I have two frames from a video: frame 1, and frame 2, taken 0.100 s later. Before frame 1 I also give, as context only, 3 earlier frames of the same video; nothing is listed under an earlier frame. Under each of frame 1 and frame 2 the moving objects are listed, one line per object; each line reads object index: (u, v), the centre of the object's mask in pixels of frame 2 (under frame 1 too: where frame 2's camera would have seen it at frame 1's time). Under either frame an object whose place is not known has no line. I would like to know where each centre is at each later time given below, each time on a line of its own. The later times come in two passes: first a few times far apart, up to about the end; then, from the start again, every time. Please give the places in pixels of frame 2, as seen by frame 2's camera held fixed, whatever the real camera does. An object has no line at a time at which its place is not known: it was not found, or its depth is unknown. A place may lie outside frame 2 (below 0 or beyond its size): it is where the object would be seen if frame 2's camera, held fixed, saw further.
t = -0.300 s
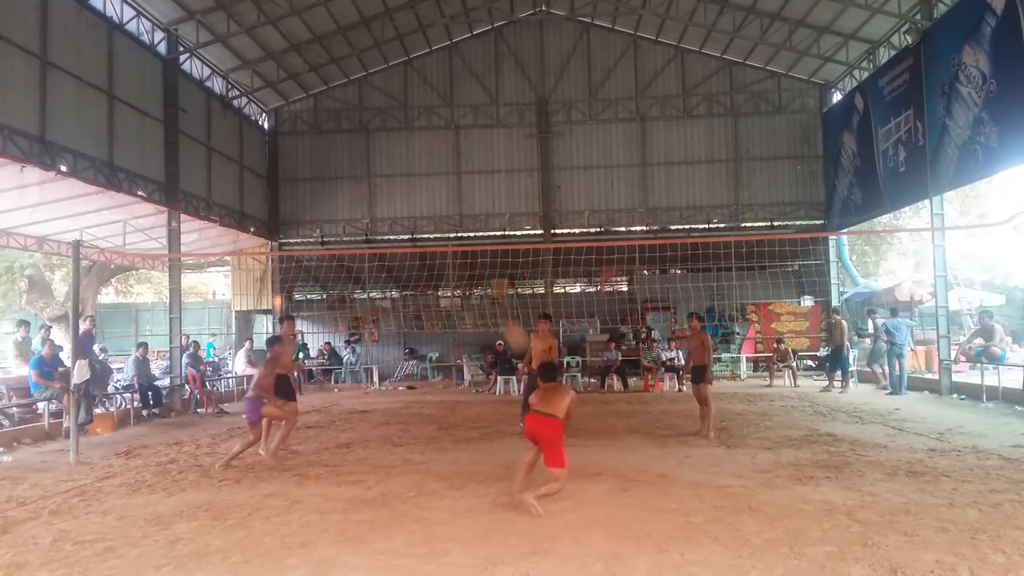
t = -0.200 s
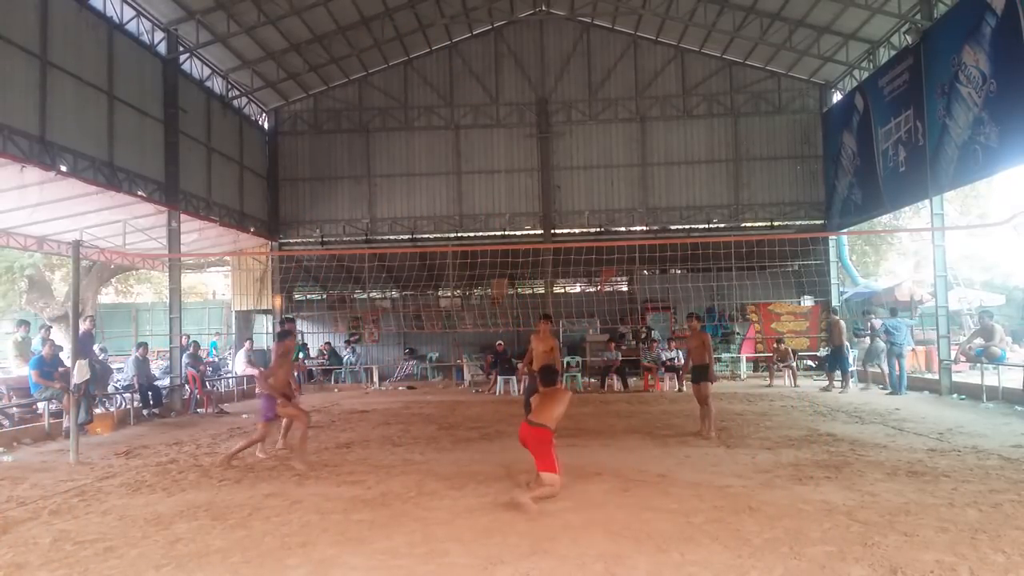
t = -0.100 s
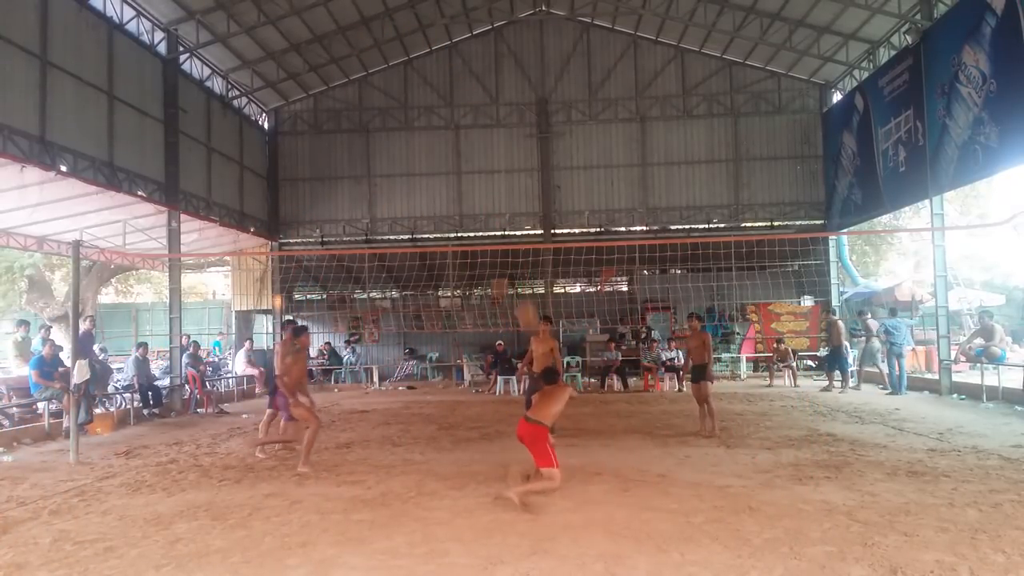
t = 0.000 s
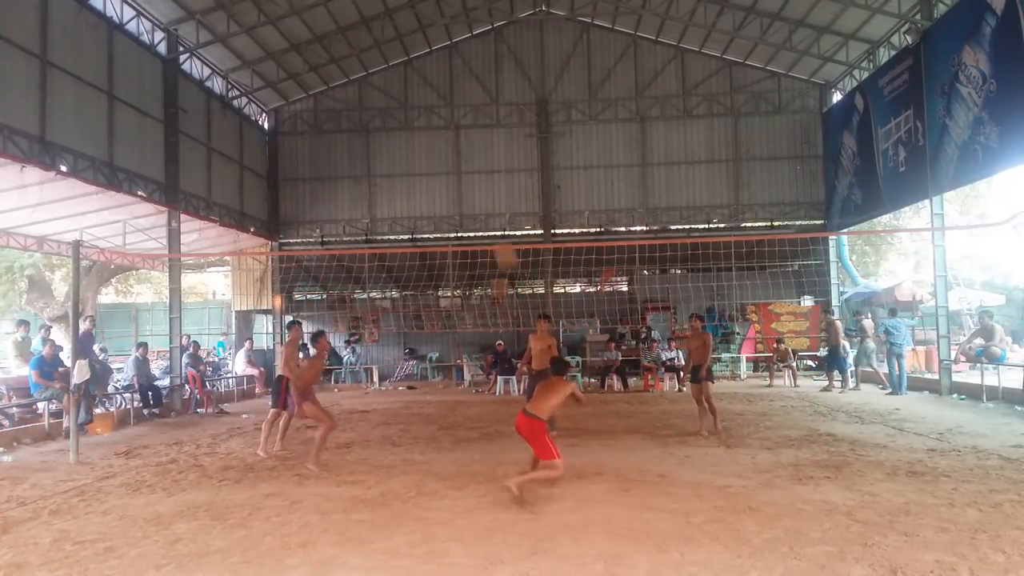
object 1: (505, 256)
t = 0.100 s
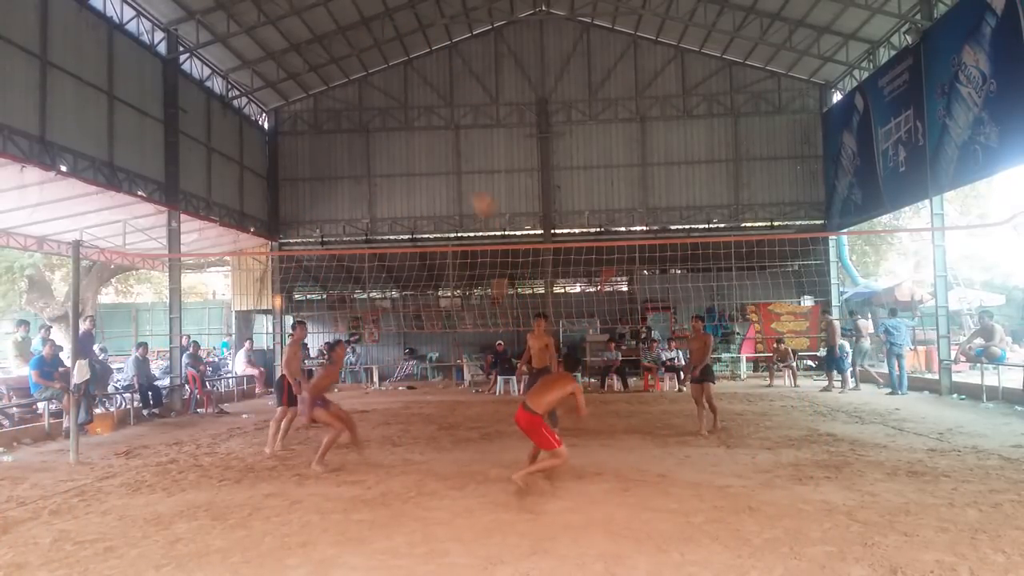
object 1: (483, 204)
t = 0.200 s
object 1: (461, 161)
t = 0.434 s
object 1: (412, 102)
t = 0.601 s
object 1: (377, 93)
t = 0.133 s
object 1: (476, 190)
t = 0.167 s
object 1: (468, 174)
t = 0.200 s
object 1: (461, 161)
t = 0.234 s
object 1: (453, 150)
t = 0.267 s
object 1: (447, 139)
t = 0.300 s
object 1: (440, 128)
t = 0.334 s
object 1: (433, 120)
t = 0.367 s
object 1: (425, 114)
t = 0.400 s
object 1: (419, 108)
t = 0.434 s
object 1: (412, 102)
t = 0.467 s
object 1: (404, 98)
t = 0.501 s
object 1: (397, 95)
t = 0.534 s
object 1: (390, 93)
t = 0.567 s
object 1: (385, 93)
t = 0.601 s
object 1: (377, 93)
